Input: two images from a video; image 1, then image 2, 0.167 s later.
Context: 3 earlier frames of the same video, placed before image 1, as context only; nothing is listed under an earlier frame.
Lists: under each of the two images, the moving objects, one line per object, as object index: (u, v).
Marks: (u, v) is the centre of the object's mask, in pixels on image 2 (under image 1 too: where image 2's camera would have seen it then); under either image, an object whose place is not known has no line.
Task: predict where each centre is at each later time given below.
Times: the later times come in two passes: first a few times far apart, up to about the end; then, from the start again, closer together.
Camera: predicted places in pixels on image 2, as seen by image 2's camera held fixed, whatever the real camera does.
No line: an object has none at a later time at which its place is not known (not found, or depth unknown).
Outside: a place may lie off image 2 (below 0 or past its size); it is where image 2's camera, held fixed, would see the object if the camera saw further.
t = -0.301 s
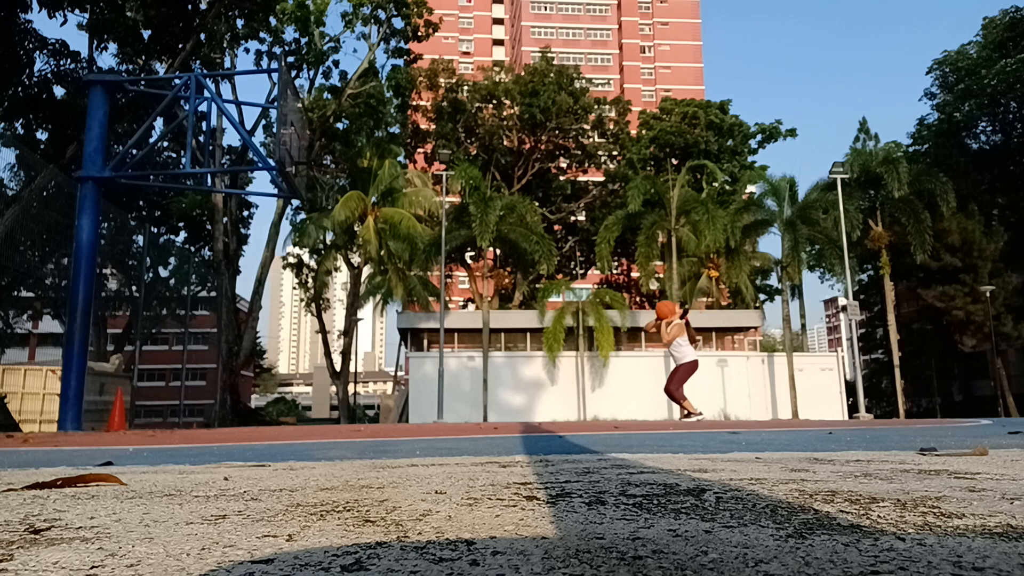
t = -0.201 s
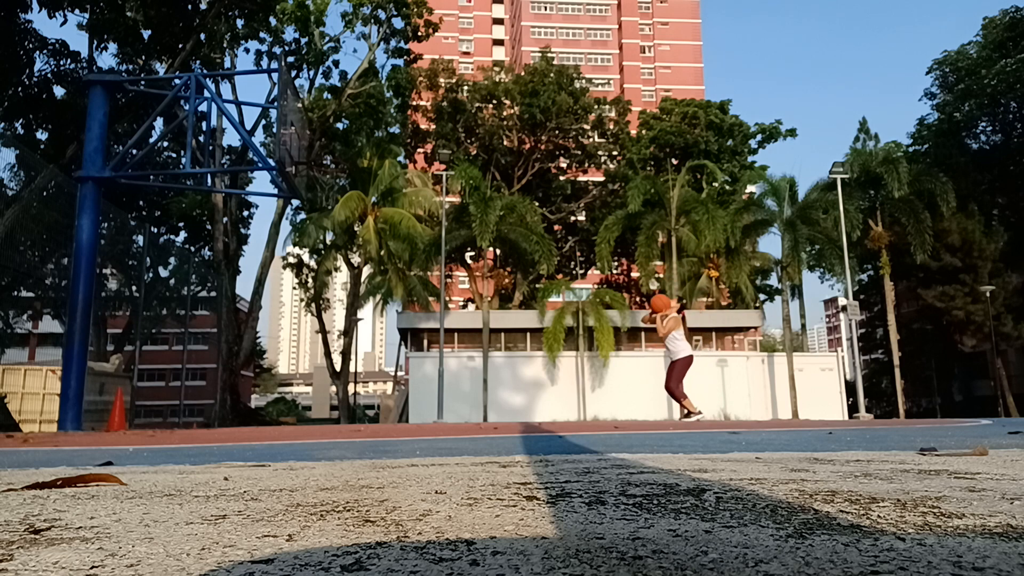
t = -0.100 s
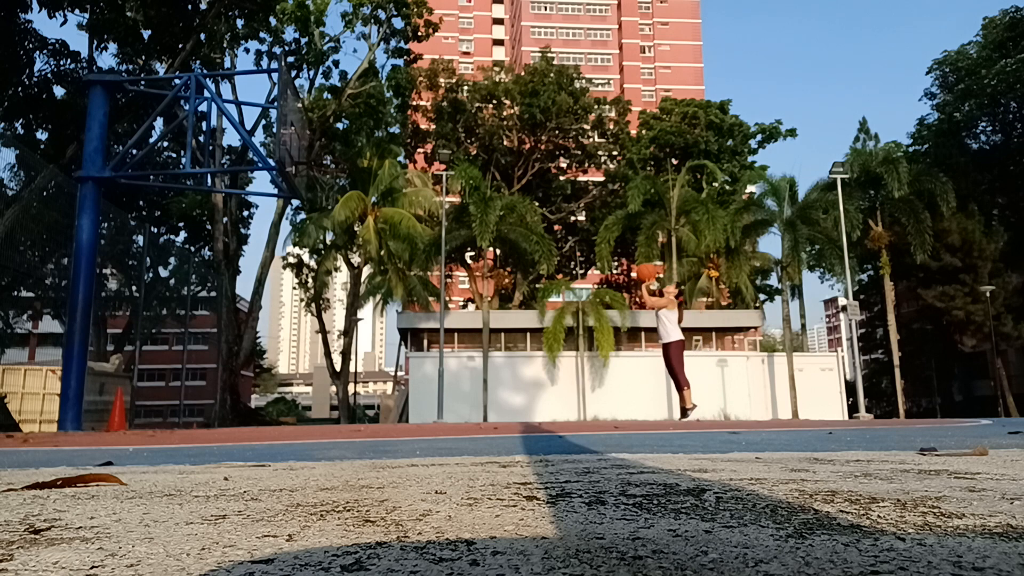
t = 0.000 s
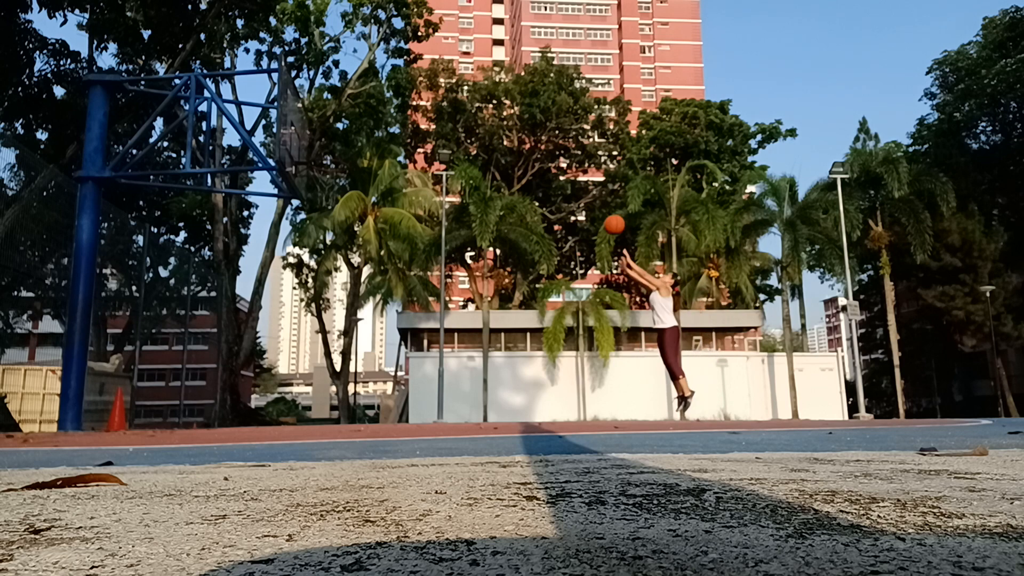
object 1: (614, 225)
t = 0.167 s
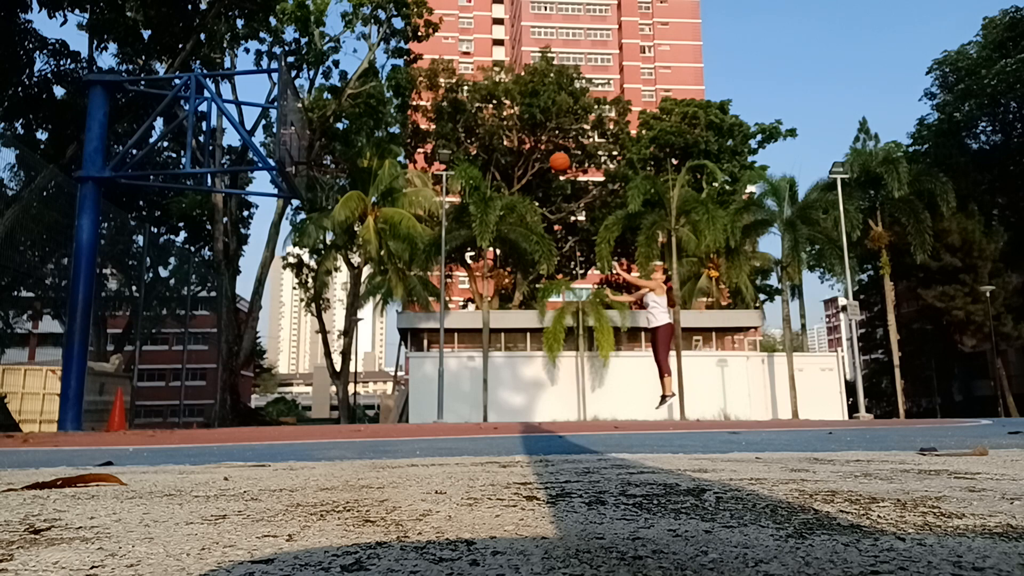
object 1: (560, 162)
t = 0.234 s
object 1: (538, 142)
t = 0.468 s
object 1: (465, 103)
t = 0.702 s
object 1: (392, 105)
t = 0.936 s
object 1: (315, 150)
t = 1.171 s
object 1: (314, 102)
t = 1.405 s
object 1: (315, 89)
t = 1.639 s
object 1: (314, 117)
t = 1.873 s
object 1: (313, 187)
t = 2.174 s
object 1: (309, 342)
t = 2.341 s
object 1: (303, 386)
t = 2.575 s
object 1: (289, 284)
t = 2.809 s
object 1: (272, 228)
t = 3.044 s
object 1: (254, 214)
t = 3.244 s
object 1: (237, 237)
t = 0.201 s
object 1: (549, 152)
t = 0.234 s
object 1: (538, 142)
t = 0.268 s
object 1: (527, 136)
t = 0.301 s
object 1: (517, 128)
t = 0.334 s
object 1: (507, 121)
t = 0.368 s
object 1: (496, 115)
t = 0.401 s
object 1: (486, 111)
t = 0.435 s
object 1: (476, 106)
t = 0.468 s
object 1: (465, 103)
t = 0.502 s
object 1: (455, 101)
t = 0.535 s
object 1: (444, 100)
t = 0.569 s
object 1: (434, 99)
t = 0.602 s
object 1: (423, 100)
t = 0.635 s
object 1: (413, 101)
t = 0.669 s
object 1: (402, 102)
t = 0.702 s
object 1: (392, 105)
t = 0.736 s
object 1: (381, 108)
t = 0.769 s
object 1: (370, 113)
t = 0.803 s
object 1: (359, 119)
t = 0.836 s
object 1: (349, 125)
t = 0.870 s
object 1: (337, 133)
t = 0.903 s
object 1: (327, 141)
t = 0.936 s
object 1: (315, 150)
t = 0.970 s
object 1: (313, 146)
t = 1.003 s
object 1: (313, 137)
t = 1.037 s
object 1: (313, 128)
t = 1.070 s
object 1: (313, 120)
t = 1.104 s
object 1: (313, 112)
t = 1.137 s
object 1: (314, 107)
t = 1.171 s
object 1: (314, 102)
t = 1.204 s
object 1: (314, 97)
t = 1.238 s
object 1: (315, 94)
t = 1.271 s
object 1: (315, 91)
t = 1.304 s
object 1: (315, 90)
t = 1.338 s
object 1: (315, 89)
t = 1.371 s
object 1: (315, 89)
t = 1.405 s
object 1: (315, 89)
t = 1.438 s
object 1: (315, 91)
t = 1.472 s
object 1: (315, 93)
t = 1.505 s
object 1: (315, 96)
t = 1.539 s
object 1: (314, 101)
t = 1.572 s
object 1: (314, 105)
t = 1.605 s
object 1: (314, 110)
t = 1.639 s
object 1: (314, 117)
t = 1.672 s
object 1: (314, 125)
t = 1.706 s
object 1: (314, 133)
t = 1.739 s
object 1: (314, 141)
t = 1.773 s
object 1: (314, 152)
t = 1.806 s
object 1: (314, 163)
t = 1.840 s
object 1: (311, 174)
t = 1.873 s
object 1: (313, 187)
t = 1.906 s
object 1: (312, 201)
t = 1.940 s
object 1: (312, 214)
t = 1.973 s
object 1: (312, 230)
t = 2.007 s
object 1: (312, 246)
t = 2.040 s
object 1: (311, 263)
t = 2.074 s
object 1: (310, 282)
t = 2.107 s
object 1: (310, 301)
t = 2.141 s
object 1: (309, 321)
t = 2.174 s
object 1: (309, 342)
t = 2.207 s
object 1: (308, 364)
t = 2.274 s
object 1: (306, 412)
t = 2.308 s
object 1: (305, 405)
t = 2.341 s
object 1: (303, 386)
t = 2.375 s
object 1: (301, 369)
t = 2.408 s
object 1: (299, 352)
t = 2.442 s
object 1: (297, 336)
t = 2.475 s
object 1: (295, 321)
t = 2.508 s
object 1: (293, 308)
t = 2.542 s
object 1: (291, 296)
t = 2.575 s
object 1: (289, 284)
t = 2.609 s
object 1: (287, 273)
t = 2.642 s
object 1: (284, 264)
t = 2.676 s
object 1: (282, 255)
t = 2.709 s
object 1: (279, 247)
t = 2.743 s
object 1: (277, 240)
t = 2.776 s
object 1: (275, 233)
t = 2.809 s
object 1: (272, 228)
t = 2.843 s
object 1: (270, 224)
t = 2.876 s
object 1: (268, 221)
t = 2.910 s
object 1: (265, 218)
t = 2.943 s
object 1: (262, 216)
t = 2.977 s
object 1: (259, 214)
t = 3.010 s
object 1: (256, 214)
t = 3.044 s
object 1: (254, 214)
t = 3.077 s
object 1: (251, 216)
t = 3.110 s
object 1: (248, 219)
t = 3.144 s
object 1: (245, 222)
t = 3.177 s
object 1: (243, 226)
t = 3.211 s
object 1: (240, 231)
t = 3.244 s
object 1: (237, 237)
